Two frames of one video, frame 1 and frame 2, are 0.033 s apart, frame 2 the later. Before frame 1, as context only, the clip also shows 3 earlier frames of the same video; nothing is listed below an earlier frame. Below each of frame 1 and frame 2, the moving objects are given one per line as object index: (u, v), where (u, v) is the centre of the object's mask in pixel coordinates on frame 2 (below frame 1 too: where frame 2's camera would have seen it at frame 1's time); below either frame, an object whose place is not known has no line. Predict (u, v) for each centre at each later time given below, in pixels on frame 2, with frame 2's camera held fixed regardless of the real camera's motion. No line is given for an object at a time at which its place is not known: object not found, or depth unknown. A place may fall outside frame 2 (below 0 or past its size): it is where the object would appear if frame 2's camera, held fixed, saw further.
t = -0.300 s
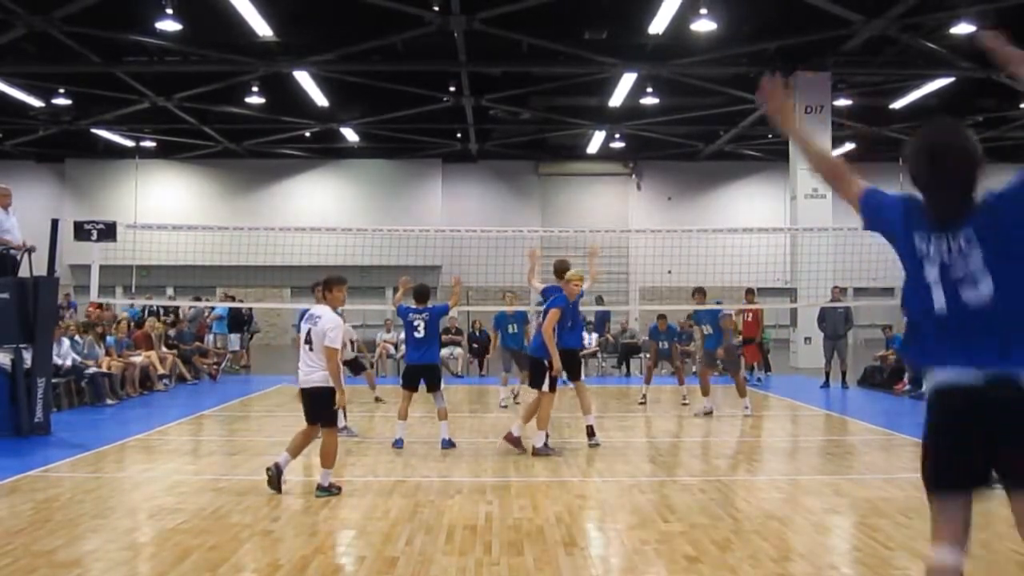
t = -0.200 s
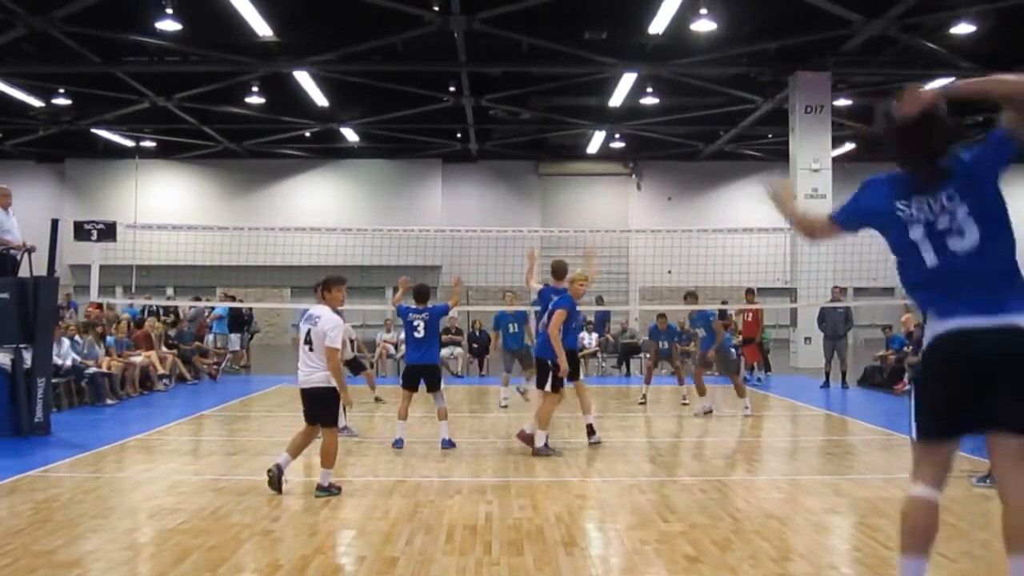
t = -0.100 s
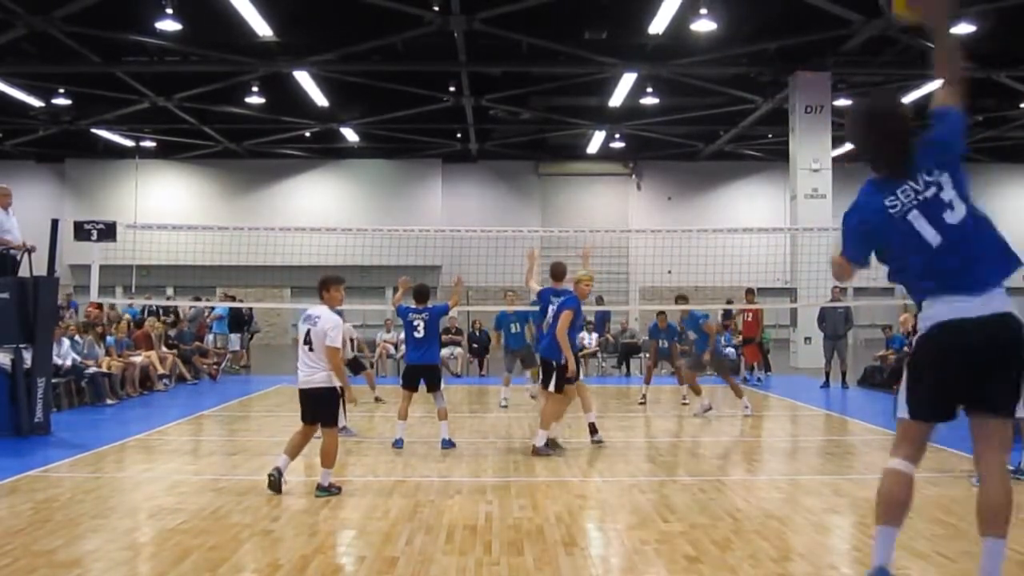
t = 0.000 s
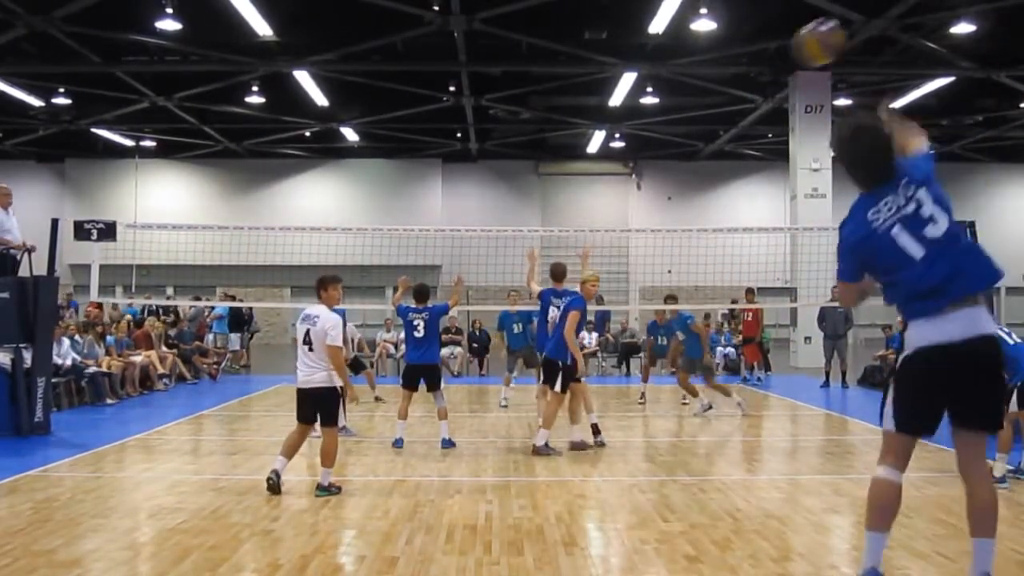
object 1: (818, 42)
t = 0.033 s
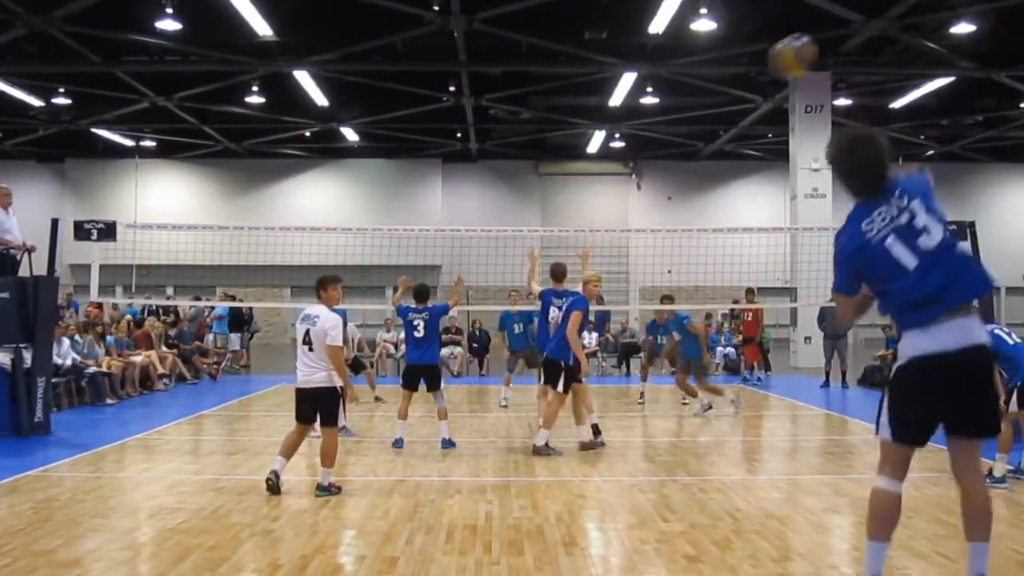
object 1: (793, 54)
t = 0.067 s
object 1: (770, 64)
